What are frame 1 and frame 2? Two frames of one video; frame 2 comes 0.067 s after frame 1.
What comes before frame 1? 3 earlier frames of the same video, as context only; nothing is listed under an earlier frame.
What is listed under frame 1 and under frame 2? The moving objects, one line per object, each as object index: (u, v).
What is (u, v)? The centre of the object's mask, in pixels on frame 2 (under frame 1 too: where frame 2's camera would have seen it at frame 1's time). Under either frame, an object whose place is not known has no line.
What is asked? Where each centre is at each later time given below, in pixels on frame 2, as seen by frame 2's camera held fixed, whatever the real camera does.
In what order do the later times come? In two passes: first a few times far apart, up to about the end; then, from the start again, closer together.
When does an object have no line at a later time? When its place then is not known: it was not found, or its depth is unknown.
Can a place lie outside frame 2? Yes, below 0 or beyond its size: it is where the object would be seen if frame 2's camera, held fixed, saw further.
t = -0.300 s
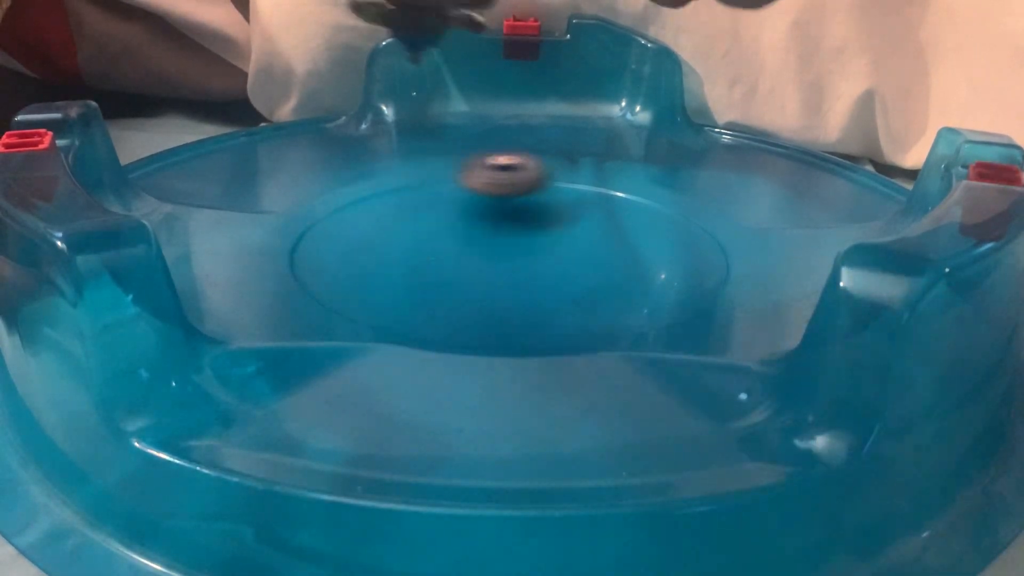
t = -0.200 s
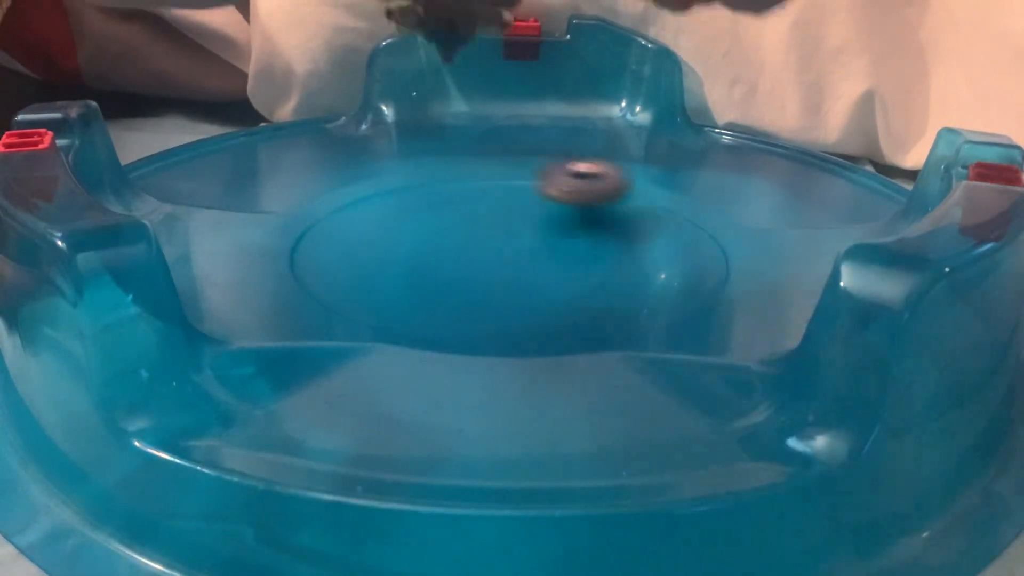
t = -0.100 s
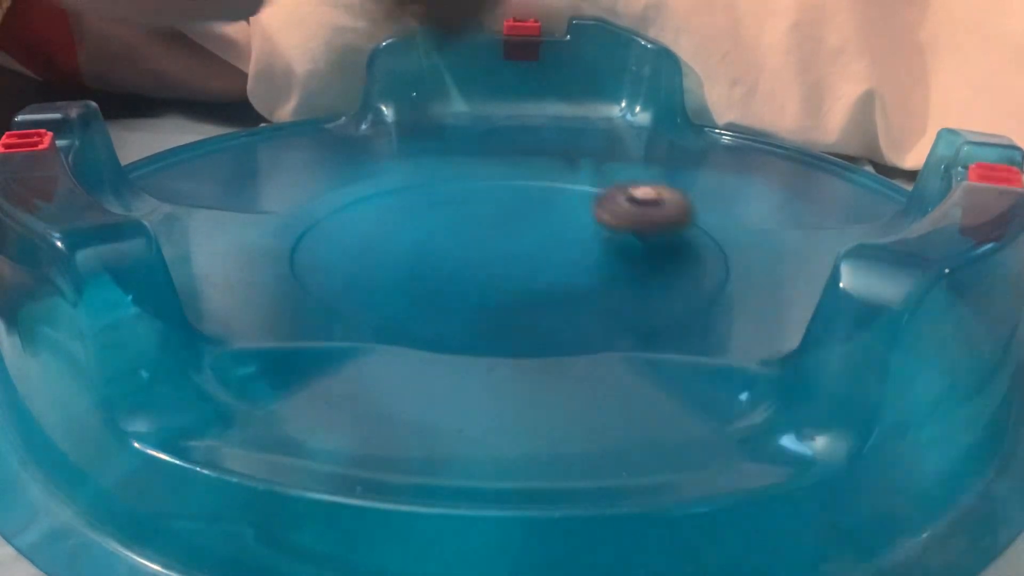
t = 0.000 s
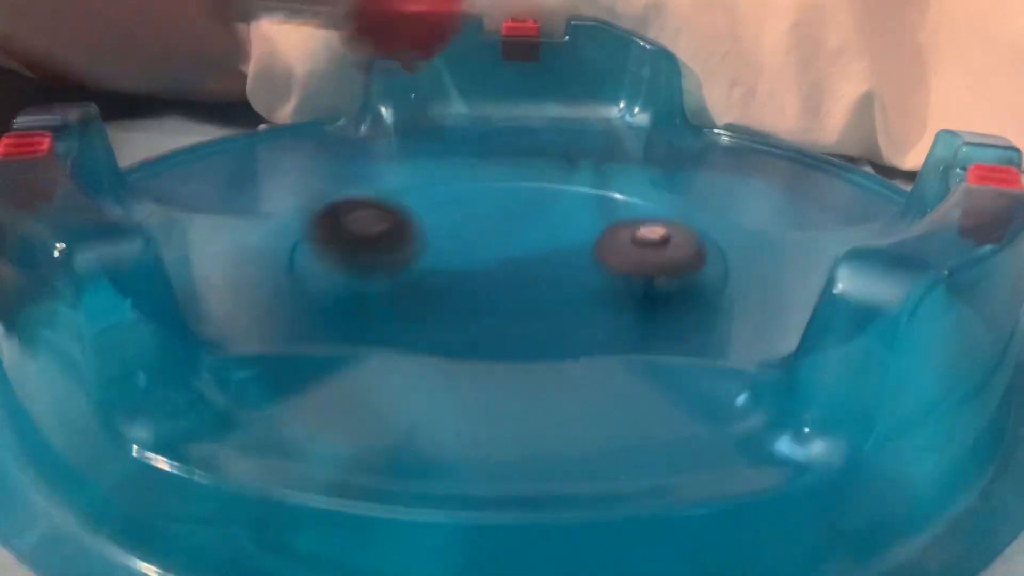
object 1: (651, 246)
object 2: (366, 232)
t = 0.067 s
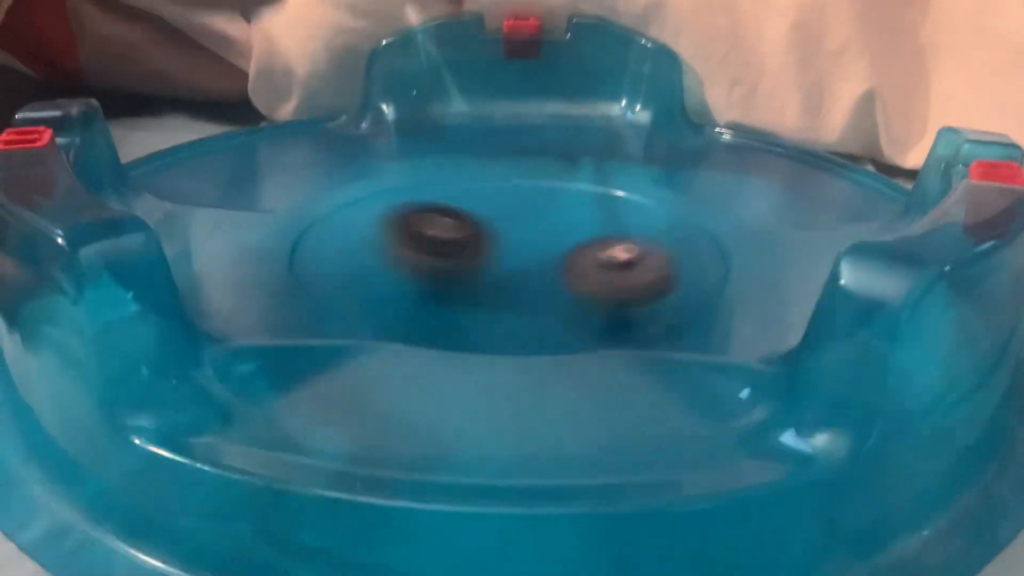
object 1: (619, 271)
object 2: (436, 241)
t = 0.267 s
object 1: (394, 275)
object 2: (659, 169)
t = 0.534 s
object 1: (349, 184)
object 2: (544, 94)
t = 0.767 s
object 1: (544, 295)
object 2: (432, 81)
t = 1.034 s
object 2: (489, 251)
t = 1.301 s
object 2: (800, 215)
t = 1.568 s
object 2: (866, 163)
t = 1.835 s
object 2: (828, 177)
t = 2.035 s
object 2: (699, 198)
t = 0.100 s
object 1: (588, 283)
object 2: (482, 241)
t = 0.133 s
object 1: (551, 288)
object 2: (527, 232)
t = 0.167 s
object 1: (514, 291)
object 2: (578, 226)
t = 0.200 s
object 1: (469, 288)
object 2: (614, 212)
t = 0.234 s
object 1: (430, 285)
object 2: (641, 193)
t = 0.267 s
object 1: (394, 275)
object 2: (659, 169)
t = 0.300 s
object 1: (363, 265)
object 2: (654, 151)
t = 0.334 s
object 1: (341, 253)
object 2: (647, 141)
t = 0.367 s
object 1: (325, 240)
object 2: (642, 129)
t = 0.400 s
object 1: (315, 228)
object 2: (632, 114)
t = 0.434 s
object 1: (311, 216)
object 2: (621, 102)
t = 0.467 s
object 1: (314, 203)
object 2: (600, 93)
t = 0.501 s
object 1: (328, 193)
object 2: (573, 93)
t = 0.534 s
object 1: (349, 184)
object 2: (544, 94)
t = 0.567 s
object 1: (374, 178)
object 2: (517, 97)
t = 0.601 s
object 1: (402, 172)
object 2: (491, 103)
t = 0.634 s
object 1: (430, 170)
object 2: (465, 111)
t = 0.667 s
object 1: (458, 198)
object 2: (440, 90)
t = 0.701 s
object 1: (485, 239)
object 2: (427, 66)
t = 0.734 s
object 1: (514, 271)
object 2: (430, 63)
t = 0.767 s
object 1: (544, 295)
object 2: (432, 81)
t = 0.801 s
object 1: (573, 305)
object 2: (432, 104)
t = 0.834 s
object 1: (593, 310)
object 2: (428, 119)
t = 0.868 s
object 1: (615, 349)
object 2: (419, 140)
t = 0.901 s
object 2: (414, 168)
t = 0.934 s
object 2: (418, 190)
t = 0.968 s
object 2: (431, 216)
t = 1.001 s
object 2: (455, 235)
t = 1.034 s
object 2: (489, 251)
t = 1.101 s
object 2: (583, 267)
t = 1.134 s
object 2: (642, 270)
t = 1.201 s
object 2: (722, 250)
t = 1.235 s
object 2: (750, 239)
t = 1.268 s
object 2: (775, 228)
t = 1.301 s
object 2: (800, 215)
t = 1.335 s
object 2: (818, 202)
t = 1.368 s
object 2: (837, 188)
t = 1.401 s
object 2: (853, 182)
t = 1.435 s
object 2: (856, 185)
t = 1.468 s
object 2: (857, 175)
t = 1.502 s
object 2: (860, 168)
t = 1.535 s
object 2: (863, 164)
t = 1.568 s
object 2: (866, 163)
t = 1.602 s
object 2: (870, 164)
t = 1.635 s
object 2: (872, 169)
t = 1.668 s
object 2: (875, 174)
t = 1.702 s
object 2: (874, 175)
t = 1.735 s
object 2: (865, 175)
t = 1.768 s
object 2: (855, 176)
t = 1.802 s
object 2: (842, 176)
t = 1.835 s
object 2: (828, 177)
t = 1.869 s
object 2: (813, 178)
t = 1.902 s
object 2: (793, 180)
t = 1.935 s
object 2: (772, 183)
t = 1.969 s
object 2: (752, 185)
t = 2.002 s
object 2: (729, 189)
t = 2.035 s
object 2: (699, 198)
